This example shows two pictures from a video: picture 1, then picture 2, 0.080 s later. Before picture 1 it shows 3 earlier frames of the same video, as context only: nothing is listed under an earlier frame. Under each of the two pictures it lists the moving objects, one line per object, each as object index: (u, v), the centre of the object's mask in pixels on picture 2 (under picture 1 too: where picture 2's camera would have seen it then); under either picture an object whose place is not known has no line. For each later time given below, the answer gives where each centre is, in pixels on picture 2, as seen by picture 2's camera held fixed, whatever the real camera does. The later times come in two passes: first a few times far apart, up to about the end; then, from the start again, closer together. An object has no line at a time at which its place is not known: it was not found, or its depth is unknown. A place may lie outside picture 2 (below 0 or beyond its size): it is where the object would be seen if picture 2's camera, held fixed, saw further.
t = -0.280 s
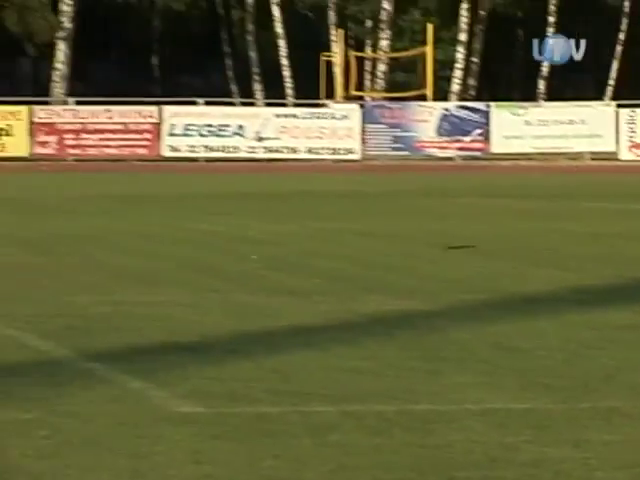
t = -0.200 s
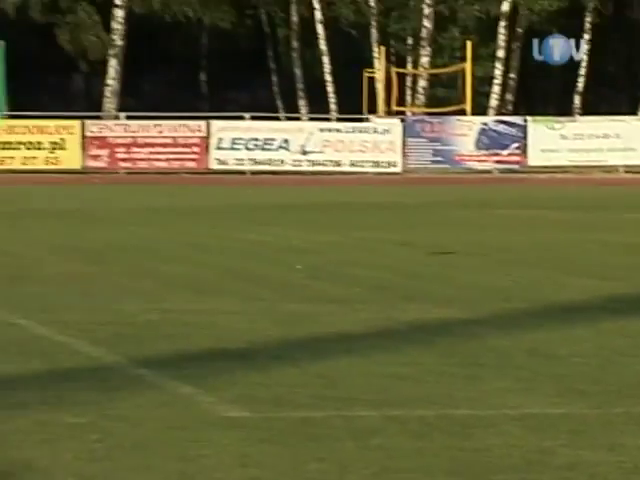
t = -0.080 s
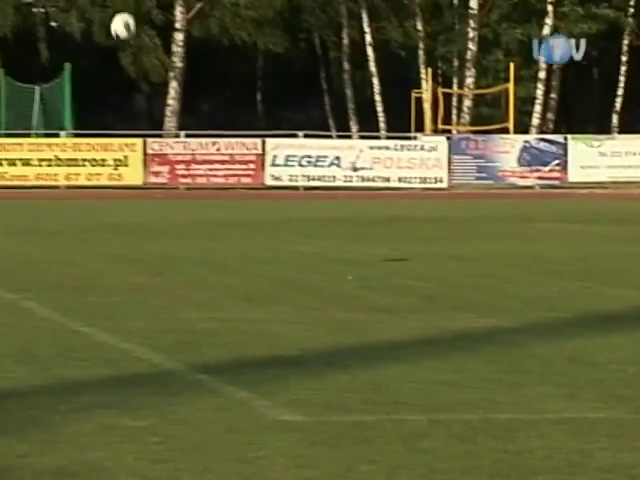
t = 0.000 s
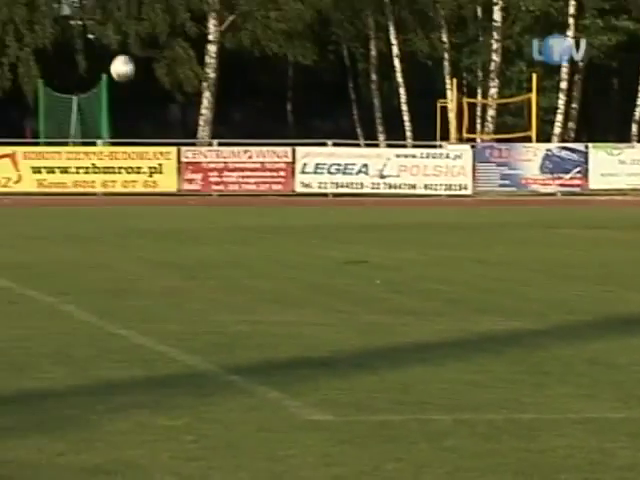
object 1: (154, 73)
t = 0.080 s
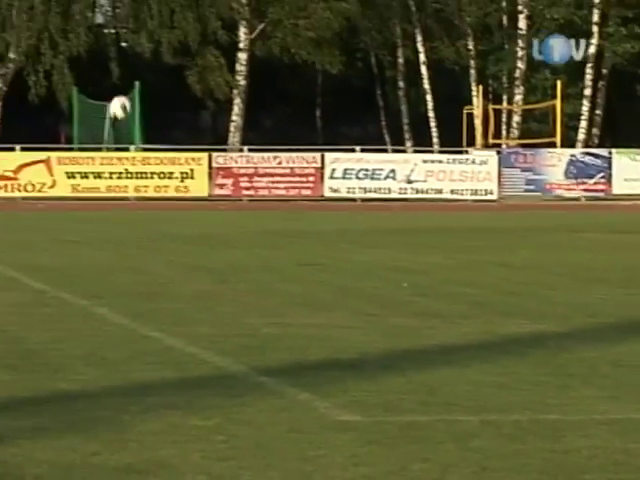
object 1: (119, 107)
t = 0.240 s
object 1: (55, 185)
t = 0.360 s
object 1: (5, 250)
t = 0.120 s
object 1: (103, 126)
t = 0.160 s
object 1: (87, 144)
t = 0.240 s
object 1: (55, 185)
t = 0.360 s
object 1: (5, 250)
